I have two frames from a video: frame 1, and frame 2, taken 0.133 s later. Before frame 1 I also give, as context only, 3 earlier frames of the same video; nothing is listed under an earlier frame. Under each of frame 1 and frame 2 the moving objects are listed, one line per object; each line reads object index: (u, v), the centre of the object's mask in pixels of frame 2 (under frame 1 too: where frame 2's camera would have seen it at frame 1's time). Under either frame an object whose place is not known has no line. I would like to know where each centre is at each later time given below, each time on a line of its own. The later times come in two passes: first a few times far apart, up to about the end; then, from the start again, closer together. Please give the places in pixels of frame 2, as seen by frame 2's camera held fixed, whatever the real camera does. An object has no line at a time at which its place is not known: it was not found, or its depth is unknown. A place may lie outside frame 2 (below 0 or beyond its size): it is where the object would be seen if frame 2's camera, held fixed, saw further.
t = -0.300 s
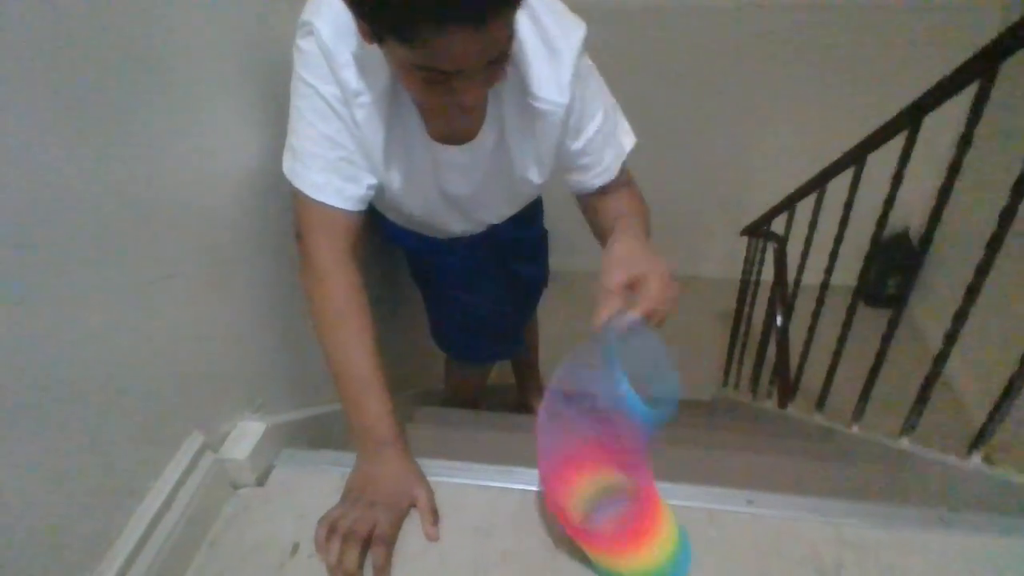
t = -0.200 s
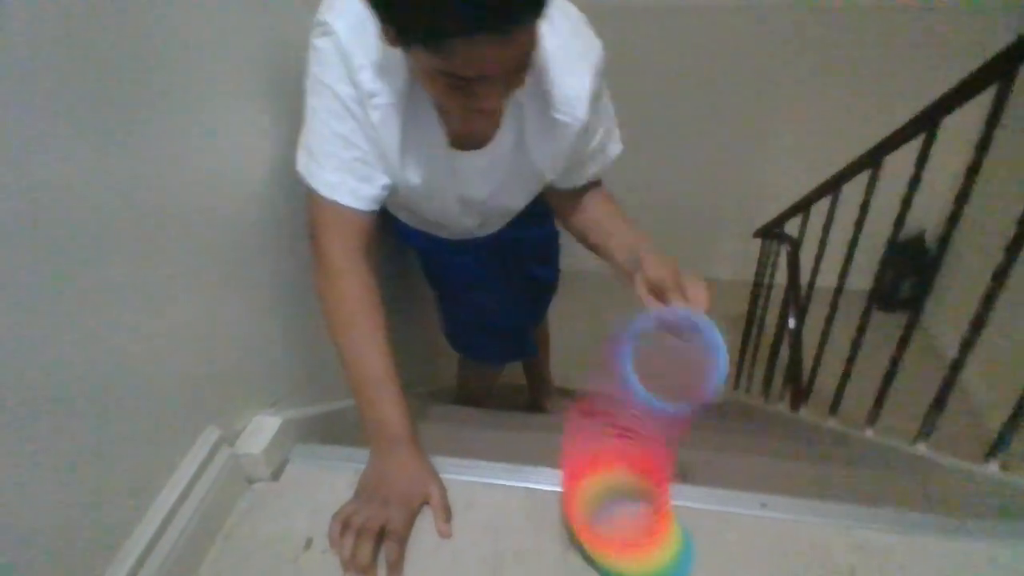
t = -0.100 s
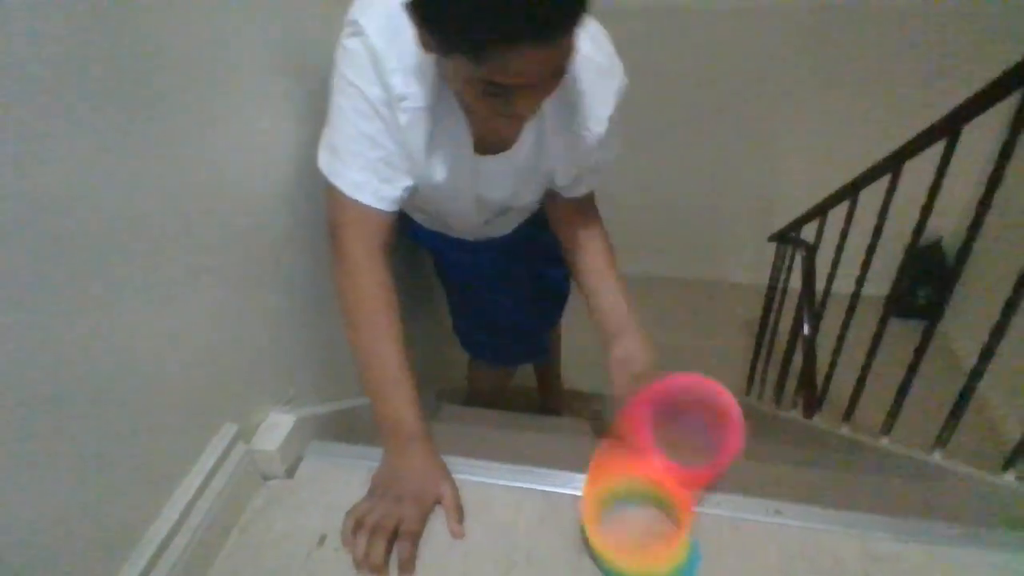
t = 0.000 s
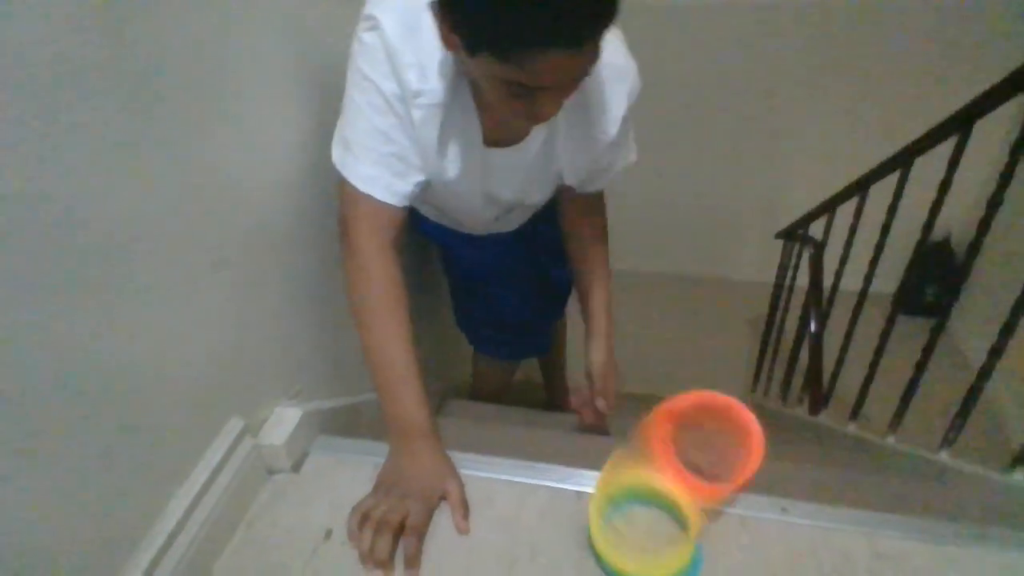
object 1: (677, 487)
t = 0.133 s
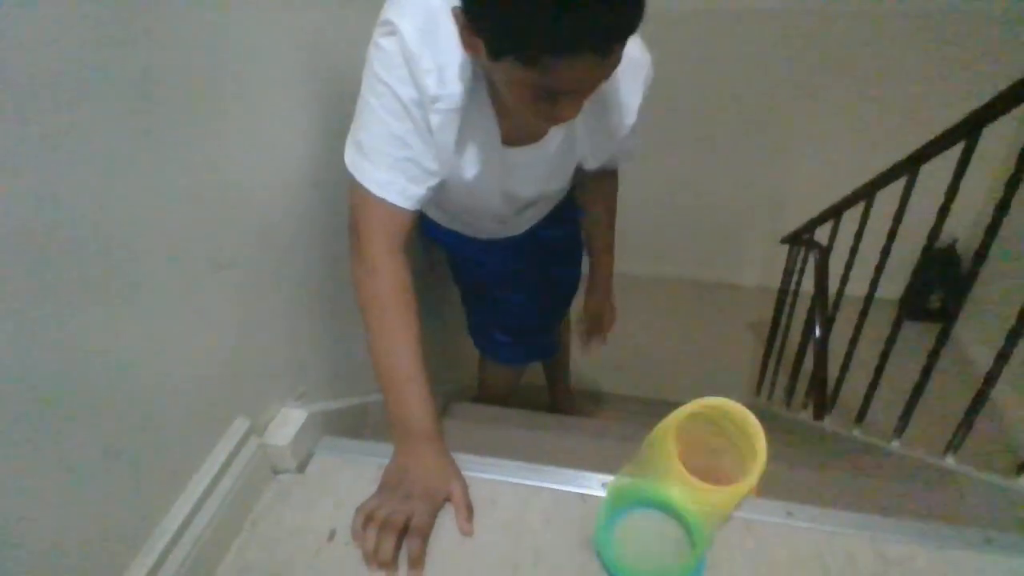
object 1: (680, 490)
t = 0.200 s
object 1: (690, 475)
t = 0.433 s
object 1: (730, 426)
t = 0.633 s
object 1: (714, 440)
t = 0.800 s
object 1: (715, 444)
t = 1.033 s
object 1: (710, 442)
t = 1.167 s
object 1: (705, 411)
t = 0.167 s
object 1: (688, 478)
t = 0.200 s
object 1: (690, 475)
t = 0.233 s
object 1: (691, 473)
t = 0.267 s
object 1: (690, 473)
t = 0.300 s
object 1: (687, 486)
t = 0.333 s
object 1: (696, 465)
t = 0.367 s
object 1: (715, 440)
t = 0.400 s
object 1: (728, 419)
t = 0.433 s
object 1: (730, 426)
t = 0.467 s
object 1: (725, 447)
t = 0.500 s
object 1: (723, 441)
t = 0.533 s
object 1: (721, 438)
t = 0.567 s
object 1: (718, 439)
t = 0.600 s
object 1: (713, 442)
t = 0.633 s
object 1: (714, 440)
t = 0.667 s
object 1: (714, 438)
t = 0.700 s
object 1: (715, 437)
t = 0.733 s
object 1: (715, 438)
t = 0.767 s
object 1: (715, 441)
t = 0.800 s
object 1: (715, 444)
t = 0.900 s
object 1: (712, 442)
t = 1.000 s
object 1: (708, 443)
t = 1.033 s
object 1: (710, 442)
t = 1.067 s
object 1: (714, 410)
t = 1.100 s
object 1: (709, 403)
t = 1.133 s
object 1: (706, 402)
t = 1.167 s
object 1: (705, 411)
